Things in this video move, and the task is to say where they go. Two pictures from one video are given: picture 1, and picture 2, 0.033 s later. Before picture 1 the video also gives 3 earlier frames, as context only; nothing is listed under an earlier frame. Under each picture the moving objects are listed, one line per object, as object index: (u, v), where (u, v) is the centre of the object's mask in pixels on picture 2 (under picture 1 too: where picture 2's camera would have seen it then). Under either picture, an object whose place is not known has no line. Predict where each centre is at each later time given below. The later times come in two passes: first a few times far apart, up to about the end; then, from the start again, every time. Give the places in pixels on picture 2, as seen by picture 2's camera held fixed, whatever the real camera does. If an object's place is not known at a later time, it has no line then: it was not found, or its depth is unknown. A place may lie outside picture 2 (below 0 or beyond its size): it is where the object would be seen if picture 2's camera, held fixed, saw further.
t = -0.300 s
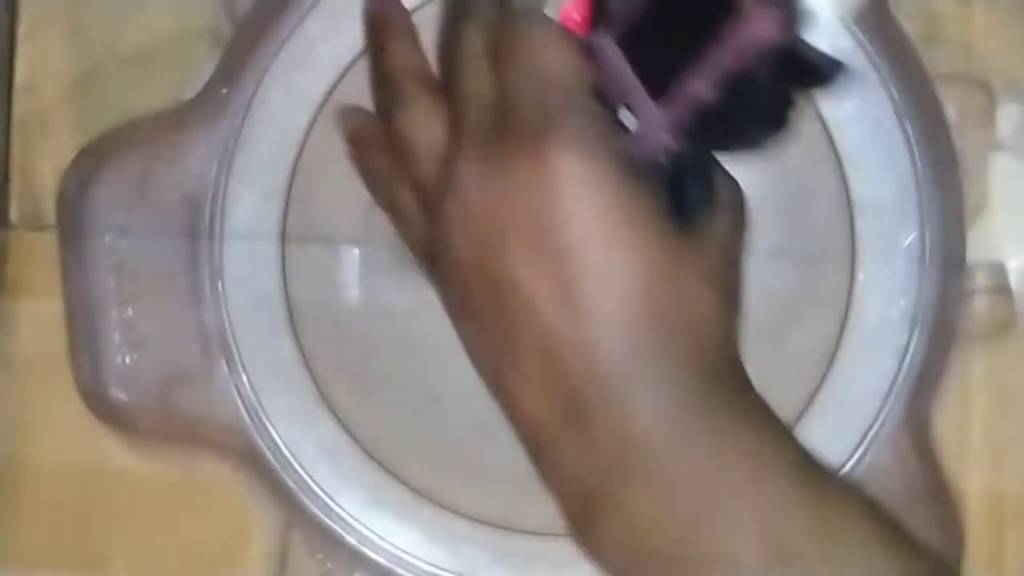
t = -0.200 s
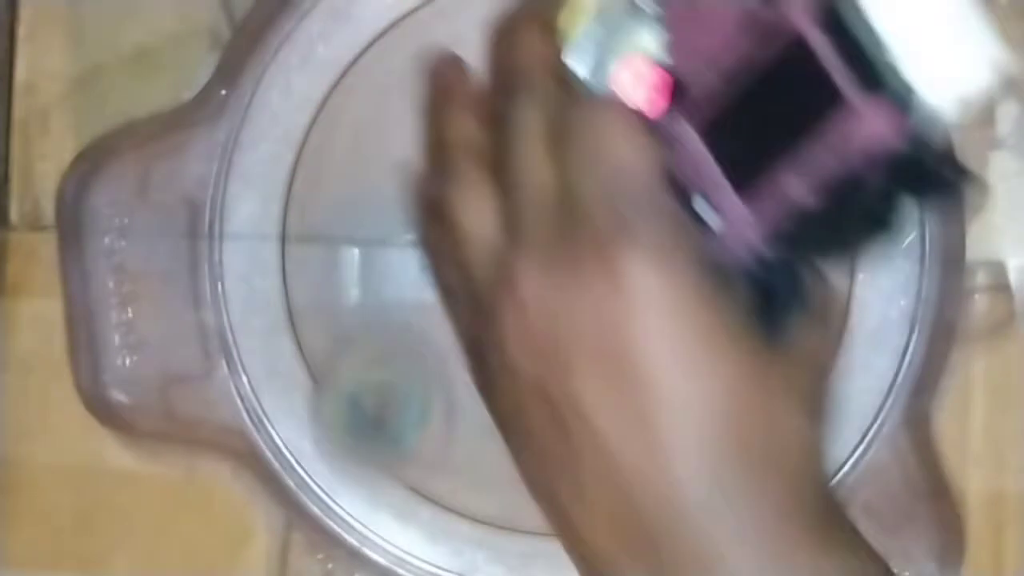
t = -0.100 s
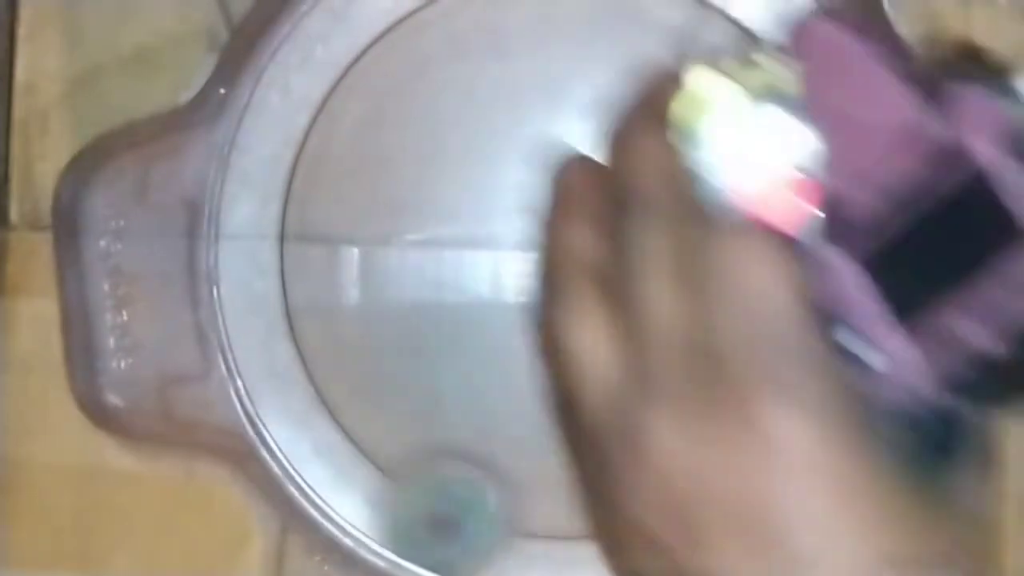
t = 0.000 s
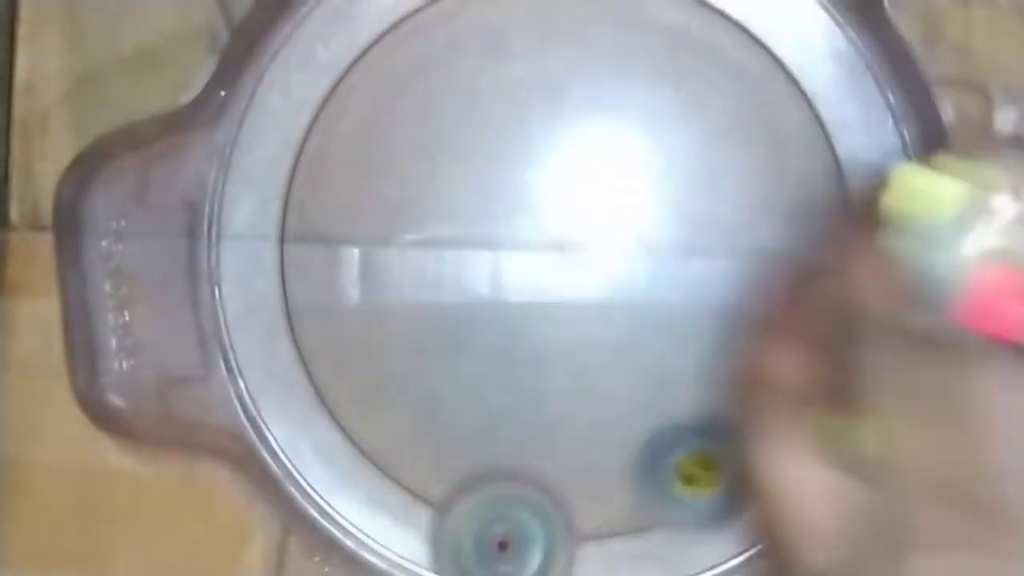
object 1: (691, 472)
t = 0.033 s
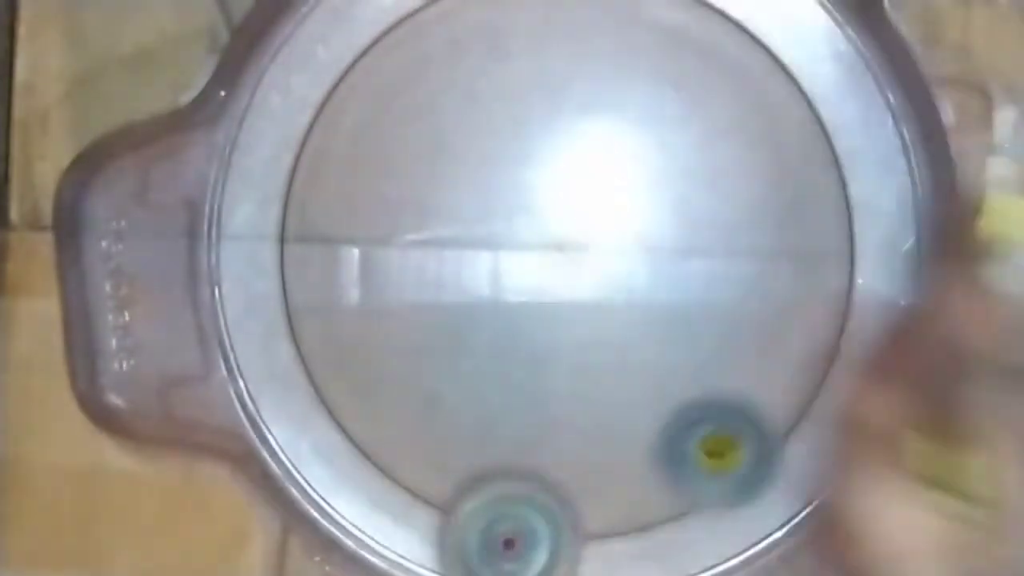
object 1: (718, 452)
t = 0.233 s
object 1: (782, 383)
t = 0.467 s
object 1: (804, 201)
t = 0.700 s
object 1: (583, 91)
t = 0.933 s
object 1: (452, 136)
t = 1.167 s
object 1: (466, 175)
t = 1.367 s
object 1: (476, 37)
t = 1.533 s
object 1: (531, 25)
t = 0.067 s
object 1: (740, 434)
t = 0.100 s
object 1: (757, 423)
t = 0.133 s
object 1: (775, 415)
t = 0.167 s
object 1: (781, 404)
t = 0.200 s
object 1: (782, 392)
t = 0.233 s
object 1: (782, 383)
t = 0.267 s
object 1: (788, 378)
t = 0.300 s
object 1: (841, 359)
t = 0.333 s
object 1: (869, 331)
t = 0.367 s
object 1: (862, 298)
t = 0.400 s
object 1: (850, 263)
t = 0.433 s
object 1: (828, 230)
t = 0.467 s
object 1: (804, 201)
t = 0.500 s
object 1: (774, 175)
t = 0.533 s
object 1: (745, 156)
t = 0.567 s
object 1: (713, 137)
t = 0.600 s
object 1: (679, 120)
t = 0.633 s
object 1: (647, 106)
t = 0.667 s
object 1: (614, 97)
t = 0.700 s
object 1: (583, 91)
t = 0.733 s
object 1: (555, 89)
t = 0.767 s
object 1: (529, 89)
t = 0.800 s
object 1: (506, 93)
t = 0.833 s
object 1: (486, 102)
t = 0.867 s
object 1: (471, 111)
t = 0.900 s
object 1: (460, 123)
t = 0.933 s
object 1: (452, 136)
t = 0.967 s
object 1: (449, 151)
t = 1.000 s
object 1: (449, 168)
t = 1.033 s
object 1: (453, 182)
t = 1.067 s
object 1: (461, 199)
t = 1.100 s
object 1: (471, 213)
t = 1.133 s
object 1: (472, 202)
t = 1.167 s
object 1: (466, 175)
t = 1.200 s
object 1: (462, 147)
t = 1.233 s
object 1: (460, 121)
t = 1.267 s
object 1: (461, 94)
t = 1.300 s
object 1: (463, 70)
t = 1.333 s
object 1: (468, 49)
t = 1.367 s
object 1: (476, 37)
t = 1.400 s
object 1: (487, 30)
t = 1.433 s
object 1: (495, 24)
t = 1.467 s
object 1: (506, 22)
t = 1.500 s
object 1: (519, 24)
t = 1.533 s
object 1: (531, 25)
